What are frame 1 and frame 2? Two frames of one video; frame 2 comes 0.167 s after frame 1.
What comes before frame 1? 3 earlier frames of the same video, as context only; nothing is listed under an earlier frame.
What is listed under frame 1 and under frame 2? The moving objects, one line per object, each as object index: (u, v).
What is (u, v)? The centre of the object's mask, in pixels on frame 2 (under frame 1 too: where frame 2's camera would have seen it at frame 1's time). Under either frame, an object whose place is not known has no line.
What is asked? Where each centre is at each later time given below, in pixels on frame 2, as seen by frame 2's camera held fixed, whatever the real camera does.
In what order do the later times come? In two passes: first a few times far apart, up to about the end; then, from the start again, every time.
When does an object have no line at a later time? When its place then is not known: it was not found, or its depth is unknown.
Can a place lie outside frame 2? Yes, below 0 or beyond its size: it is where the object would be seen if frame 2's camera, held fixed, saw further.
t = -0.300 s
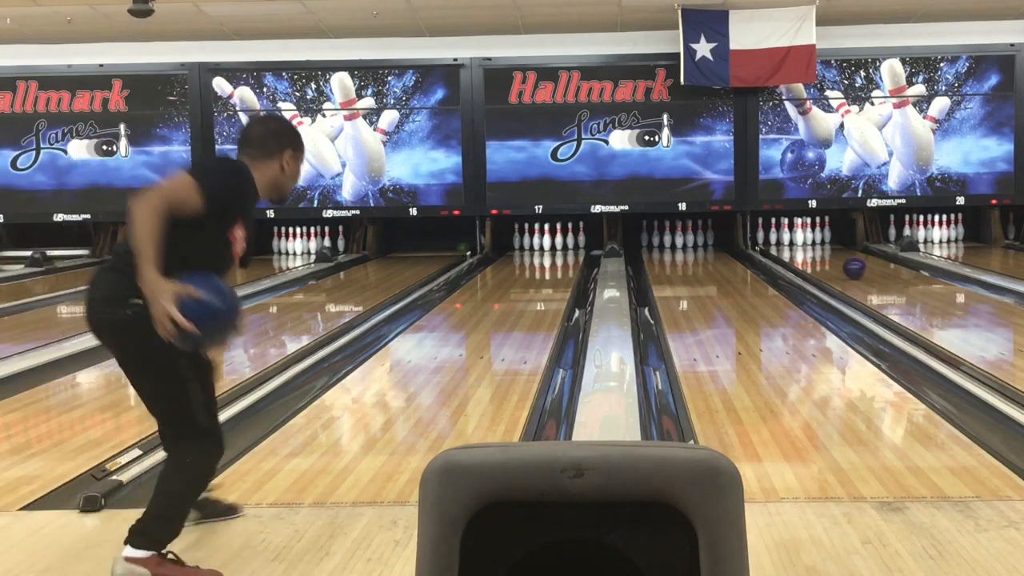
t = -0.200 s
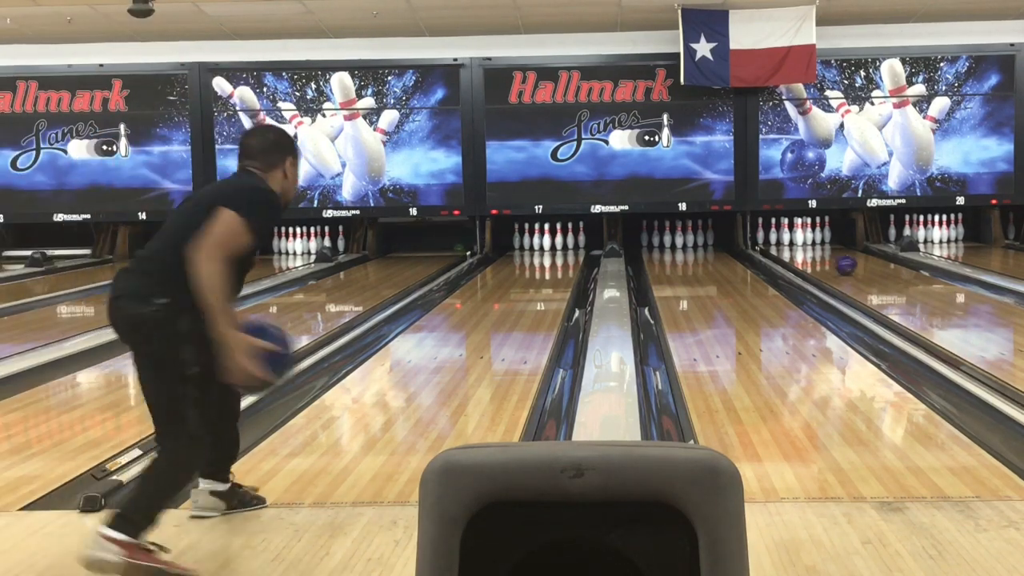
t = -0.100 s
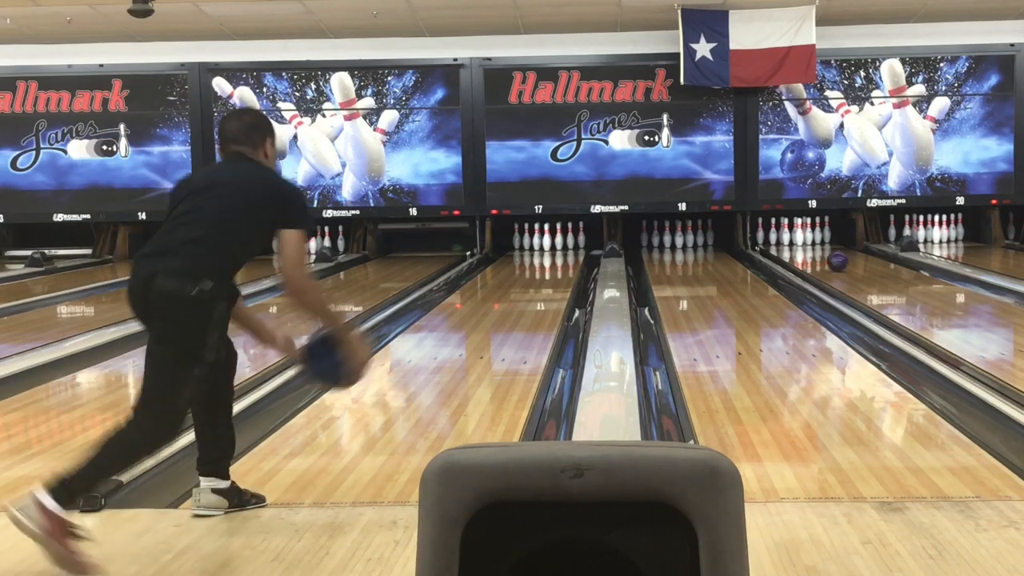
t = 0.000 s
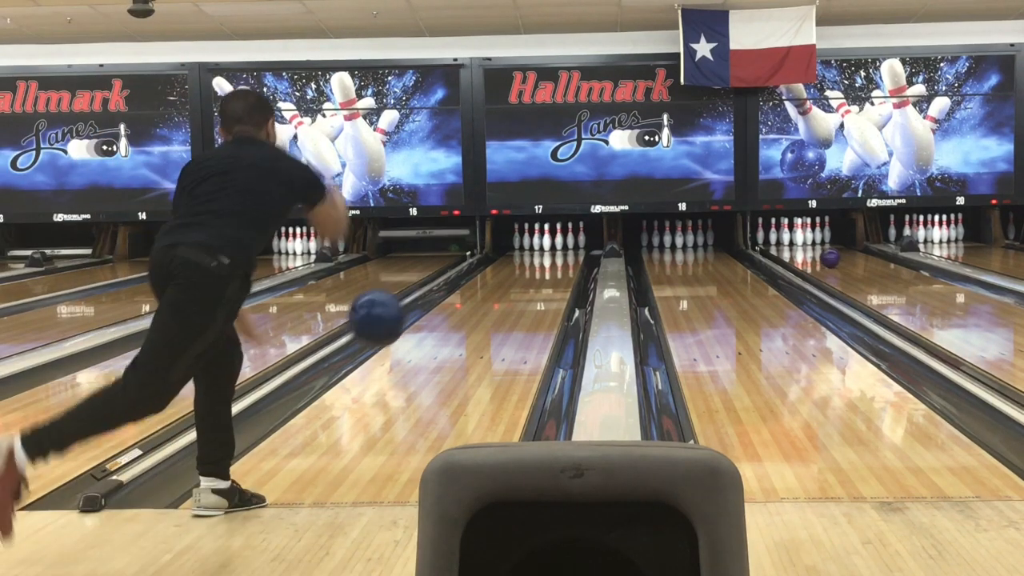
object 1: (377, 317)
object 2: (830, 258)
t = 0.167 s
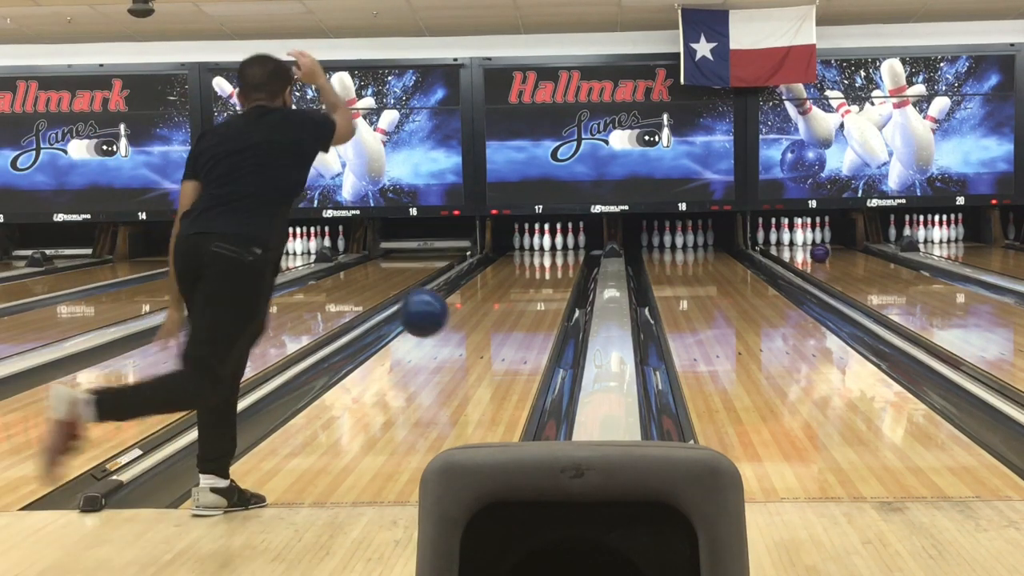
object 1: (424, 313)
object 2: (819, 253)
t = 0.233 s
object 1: (438, 326)
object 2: (815, 251)
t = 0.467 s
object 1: (478, 344)
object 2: (804, 246)
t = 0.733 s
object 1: (508, 321)
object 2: (795, 241)
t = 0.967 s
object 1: (526, 303)
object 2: (785, 237)
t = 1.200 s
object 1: (539, 288)
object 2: (779, 236)
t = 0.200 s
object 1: (431, 318)
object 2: (818, 252)
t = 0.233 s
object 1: (438, 326)
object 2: (815, 251)
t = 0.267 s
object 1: (444, 336)
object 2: (814, 251)
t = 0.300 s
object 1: (451, 349)
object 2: (812, 250)
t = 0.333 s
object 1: (458, 362)
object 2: (810, 249)
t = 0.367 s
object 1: (464, 363)
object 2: (809, 248)
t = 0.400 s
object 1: (469, 354)
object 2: (807, 247)
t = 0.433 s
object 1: (473, 348)
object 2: (806, 246)
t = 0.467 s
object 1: (478, 344)
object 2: (804, 246)
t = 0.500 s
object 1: (483, 343)
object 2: (802, 245)
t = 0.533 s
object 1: (487, 342)
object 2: (801, 245)
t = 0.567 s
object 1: (491, 338)
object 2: (800, 244)
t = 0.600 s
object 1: (494, 335)
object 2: (799, 243)
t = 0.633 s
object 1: (499, 331)
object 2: (798, 243)
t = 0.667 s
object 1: (502, 328)
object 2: (797, 242)
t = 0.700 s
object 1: (505, 324)
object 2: (795, 241)
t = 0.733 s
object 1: (508, 321)
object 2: (795, 241)
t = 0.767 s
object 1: (511, 318)
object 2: (793, 240)
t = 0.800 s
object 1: (514, 315)
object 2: (792, 240)
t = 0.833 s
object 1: (517, 312)
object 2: (792, 239)
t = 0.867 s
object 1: (519, 310)
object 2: (791, 239)
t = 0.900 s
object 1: (521, 307)
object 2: (789, 238)
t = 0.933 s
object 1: (523, 305)
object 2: (787, 238)
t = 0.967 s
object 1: (526, 303)
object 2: (785, 237)
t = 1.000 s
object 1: (528, 300)
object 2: (783, 237)
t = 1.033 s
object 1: (531, 298)
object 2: (781, 237)
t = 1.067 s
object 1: (532, 296)
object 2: (780, 237)
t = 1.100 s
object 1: (534, 294)
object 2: (780, 237)
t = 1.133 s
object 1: (536, 292)
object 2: (781, 237)
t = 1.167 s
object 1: (538, 290)
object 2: (781, 236)
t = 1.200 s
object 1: (539, 288)
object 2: (779, 236)
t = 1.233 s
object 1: (541, 286)
